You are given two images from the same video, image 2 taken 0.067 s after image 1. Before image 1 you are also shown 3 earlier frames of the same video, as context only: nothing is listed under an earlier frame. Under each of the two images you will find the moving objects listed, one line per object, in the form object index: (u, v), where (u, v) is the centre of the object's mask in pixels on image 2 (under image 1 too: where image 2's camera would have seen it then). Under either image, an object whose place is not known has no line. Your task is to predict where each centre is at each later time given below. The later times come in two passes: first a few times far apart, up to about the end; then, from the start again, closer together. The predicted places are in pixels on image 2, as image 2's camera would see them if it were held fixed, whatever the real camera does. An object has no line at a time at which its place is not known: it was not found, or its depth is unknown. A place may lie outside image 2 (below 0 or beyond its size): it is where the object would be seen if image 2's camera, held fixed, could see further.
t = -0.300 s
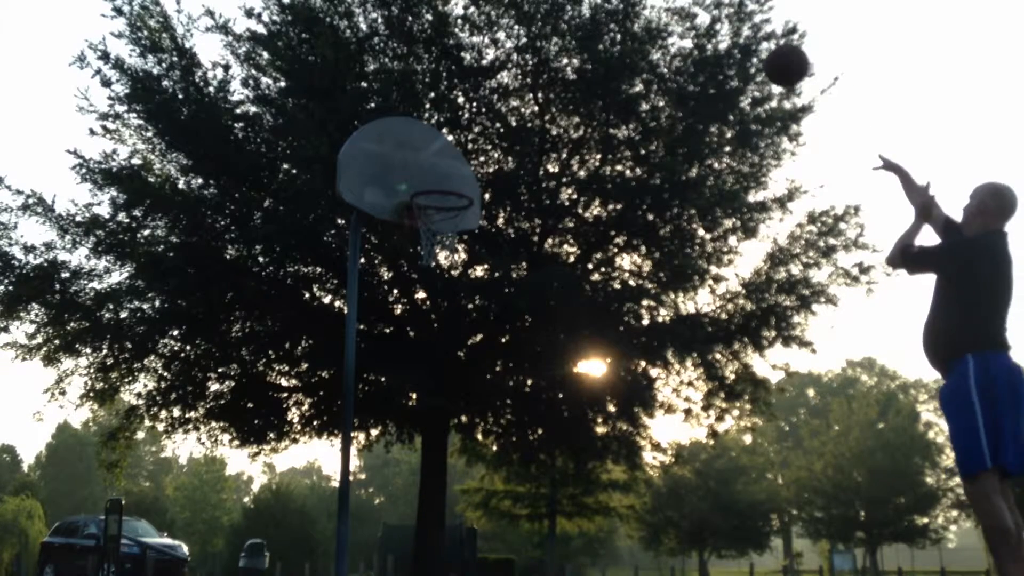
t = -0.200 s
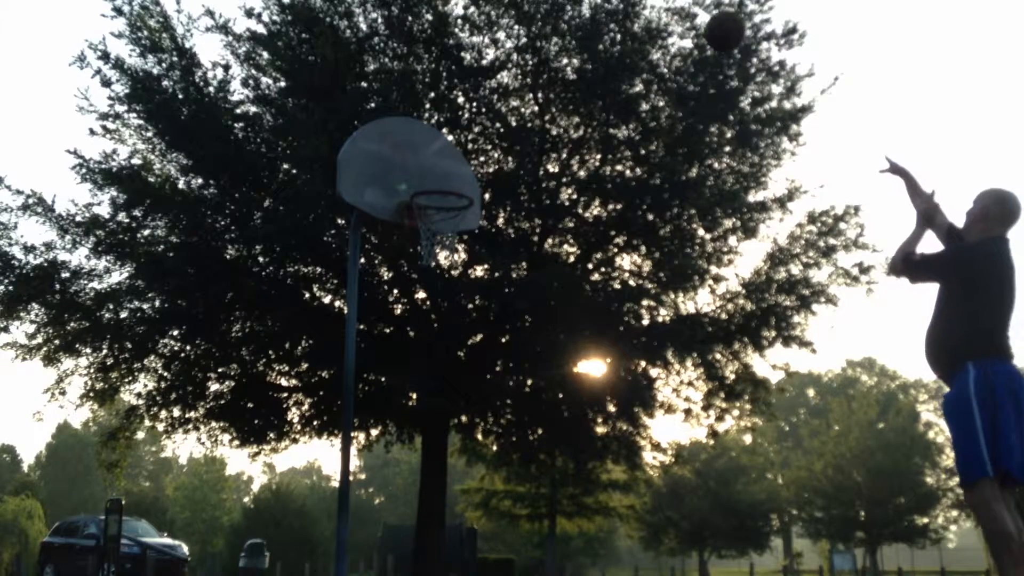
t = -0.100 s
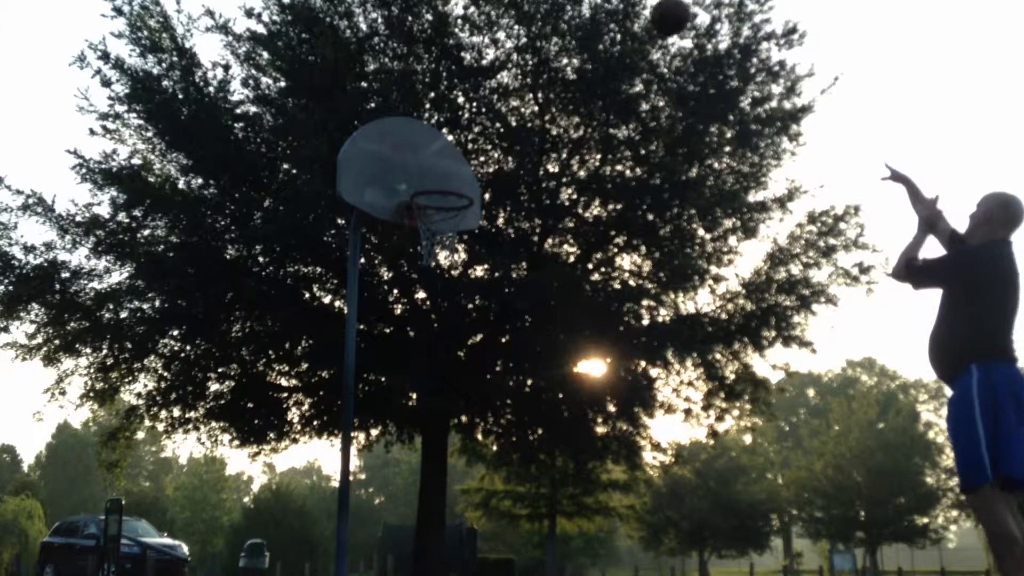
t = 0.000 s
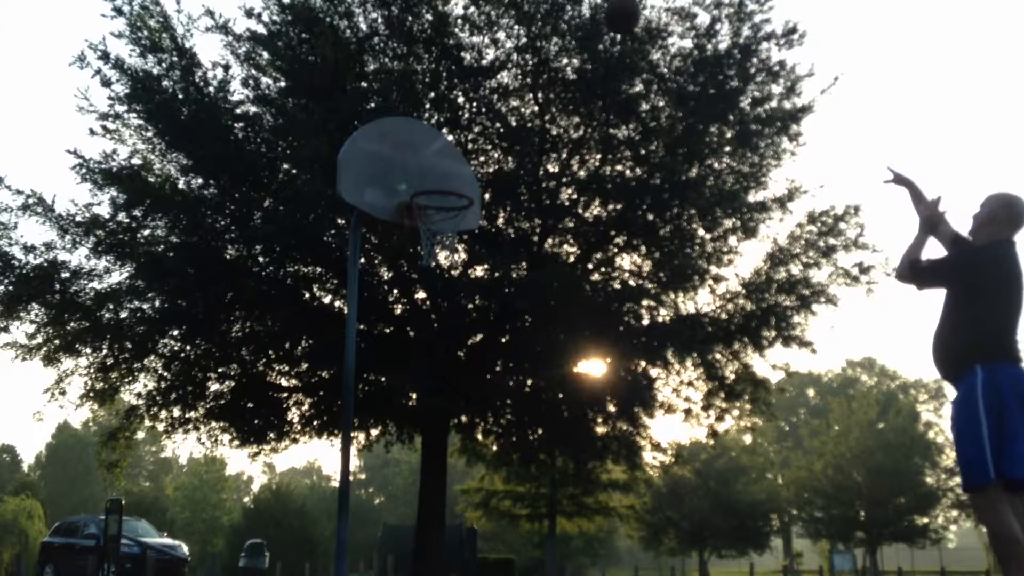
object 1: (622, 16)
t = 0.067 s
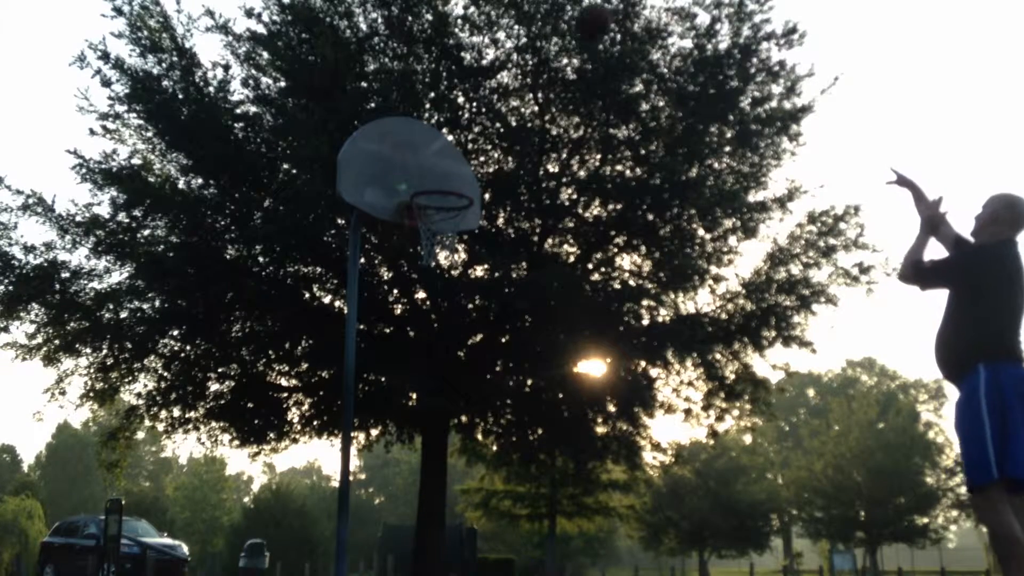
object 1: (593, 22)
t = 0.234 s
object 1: (529, 64)
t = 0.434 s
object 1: (460, 152)
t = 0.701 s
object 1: (427, 272)
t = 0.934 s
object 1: (427, 410)
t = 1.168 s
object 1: (432, 567)
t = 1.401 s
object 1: (475, 444)
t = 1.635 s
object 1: (520, 380)
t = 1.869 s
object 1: (573, 385)
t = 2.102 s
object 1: (626, 479)
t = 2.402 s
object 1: (690, 520)
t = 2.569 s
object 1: (717, 462)
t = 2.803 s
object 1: (760, 453)
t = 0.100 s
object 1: (579, 27)
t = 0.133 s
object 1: (567, 34)
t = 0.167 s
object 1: (553, 43)
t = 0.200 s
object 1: (540, 51)
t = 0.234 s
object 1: (529, 64)
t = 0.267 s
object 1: (516, 77)
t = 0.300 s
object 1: (504, 89)
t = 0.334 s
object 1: (493, 105)
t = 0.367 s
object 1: (482, 118)
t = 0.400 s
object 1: (470, 135)
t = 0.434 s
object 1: (460, 152)
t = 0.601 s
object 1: (424, 237)
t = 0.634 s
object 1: (427, 250)
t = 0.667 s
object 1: (428, 258)
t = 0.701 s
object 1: (427, 272)
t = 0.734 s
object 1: (425, 289)
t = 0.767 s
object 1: (426, 304)
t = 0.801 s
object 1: (425, 325)
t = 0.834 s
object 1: (427, 342)
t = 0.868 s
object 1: (426, 362)
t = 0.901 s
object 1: (426, 384)
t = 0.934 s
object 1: (427, 410)
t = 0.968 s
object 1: (425, 436)
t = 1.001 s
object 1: (425, 464)
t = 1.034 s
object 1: (425, 494)
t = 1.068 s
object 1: (425, 523)
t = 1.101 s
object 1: (427, 561)
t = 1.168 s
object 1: (432, 567)
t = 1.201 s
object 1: (436, 549)
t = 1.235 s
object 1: (441, 529)
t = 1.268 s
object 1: (448, 510)
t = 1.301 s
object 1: (457, 490)
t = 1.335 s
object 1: (462, 472)
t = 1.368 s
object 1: (468, 456)
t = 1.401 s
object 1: (475, 444)
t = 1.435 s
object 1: (480, 429)
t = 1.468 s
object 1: (489, 417)
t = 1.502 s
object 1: (494, 407)
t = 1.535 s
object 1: (502, 398)
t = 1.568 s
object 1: (510, 389)
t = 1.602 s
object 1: (516, 383)
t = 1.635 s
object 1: (520, 380)
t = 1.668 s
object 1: (529, 375)
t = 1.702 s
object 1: (536, 375)
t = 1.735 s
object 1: (541, 374)
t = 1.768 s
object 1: (551, 372)
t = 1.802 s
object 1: (558, 375)
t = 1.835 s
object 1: (565, 378)
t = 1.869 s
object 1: (573, 385)
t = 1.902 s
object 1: (582, 388)
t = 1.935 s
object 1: (588, 395)
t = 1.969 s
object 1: (597, 414)
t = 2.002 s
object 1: (605, 424)
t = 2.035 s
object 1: (614, 439)
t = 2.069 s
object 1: (619, 460)
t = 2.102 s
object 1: (626, 479)
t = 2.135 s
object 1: (634, 502)
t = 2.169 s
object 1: (642, 523)
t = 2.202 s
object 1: (651, 549)
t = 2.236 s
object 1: (660, 567)
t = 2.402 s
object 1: (690, 520)
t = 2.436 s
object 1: (696, 505)
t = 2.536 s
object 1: (711, 470)
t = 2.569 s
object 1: (717, 462)
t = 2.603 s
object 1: (723, 456)
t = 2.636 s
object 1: (729, 451)
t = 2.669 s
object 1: (734, 448)
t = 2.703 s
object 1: (741, 446)
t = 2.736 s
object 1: (747, 447)
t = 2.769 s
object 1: (754, 449)
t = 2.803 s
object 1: (760, 453)
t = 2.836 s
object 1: (767, 458)
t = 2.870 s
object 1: (774, 466)
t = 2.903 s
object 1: (781, 475)
